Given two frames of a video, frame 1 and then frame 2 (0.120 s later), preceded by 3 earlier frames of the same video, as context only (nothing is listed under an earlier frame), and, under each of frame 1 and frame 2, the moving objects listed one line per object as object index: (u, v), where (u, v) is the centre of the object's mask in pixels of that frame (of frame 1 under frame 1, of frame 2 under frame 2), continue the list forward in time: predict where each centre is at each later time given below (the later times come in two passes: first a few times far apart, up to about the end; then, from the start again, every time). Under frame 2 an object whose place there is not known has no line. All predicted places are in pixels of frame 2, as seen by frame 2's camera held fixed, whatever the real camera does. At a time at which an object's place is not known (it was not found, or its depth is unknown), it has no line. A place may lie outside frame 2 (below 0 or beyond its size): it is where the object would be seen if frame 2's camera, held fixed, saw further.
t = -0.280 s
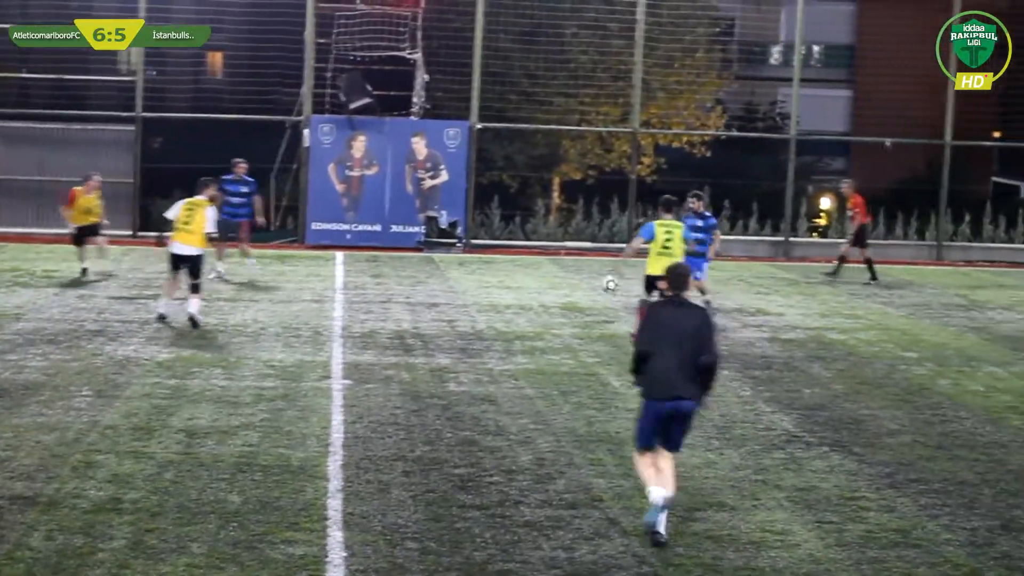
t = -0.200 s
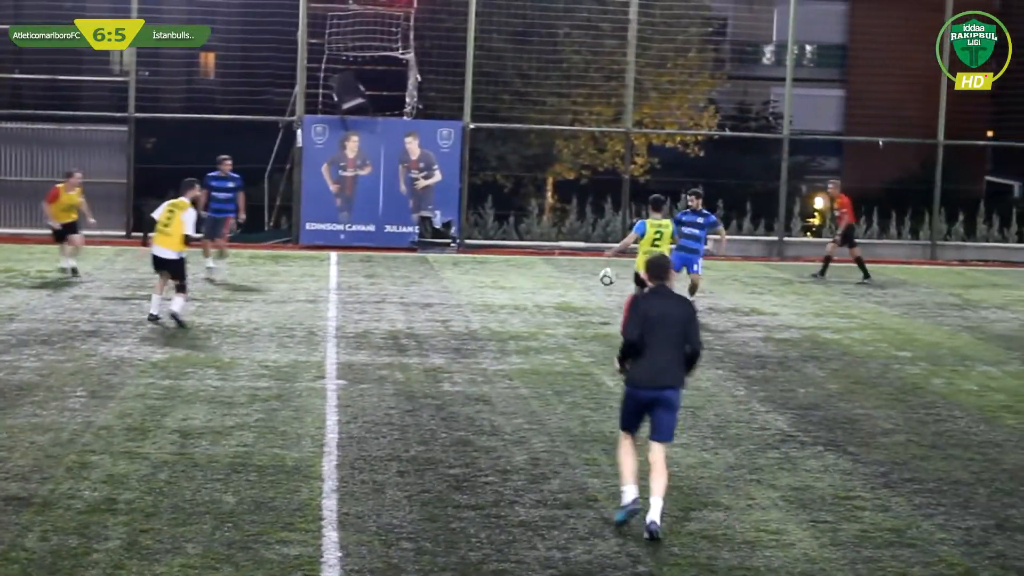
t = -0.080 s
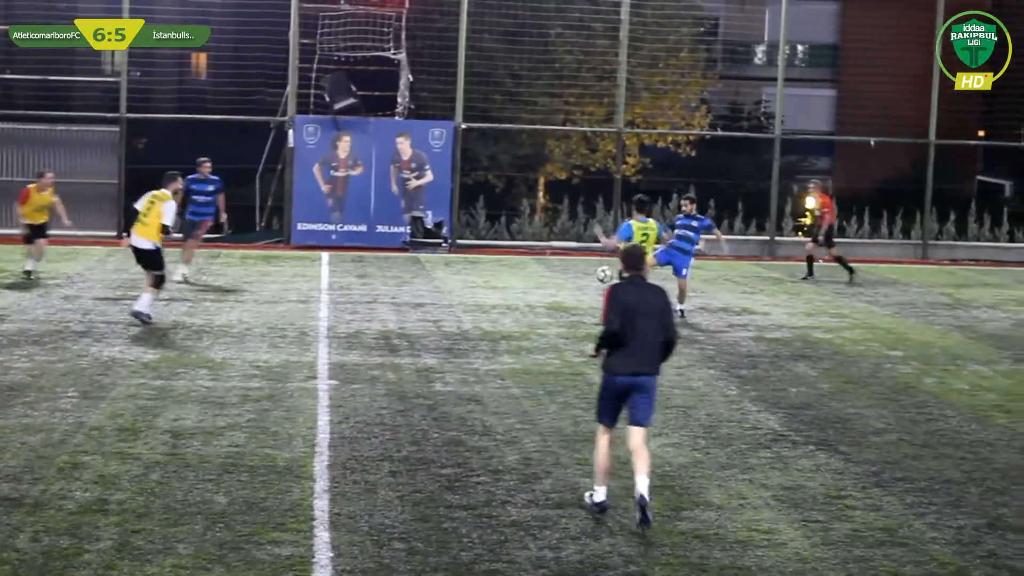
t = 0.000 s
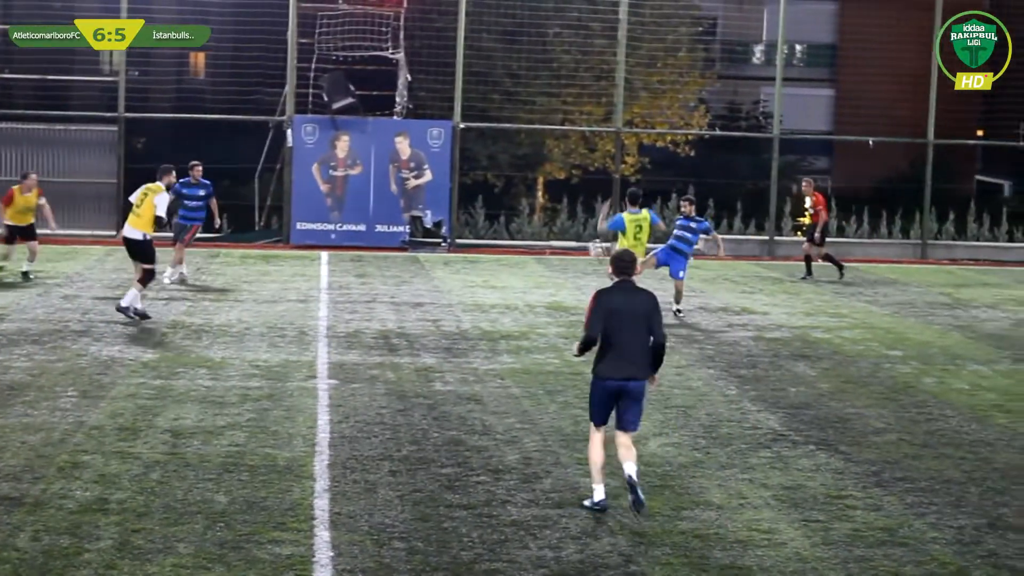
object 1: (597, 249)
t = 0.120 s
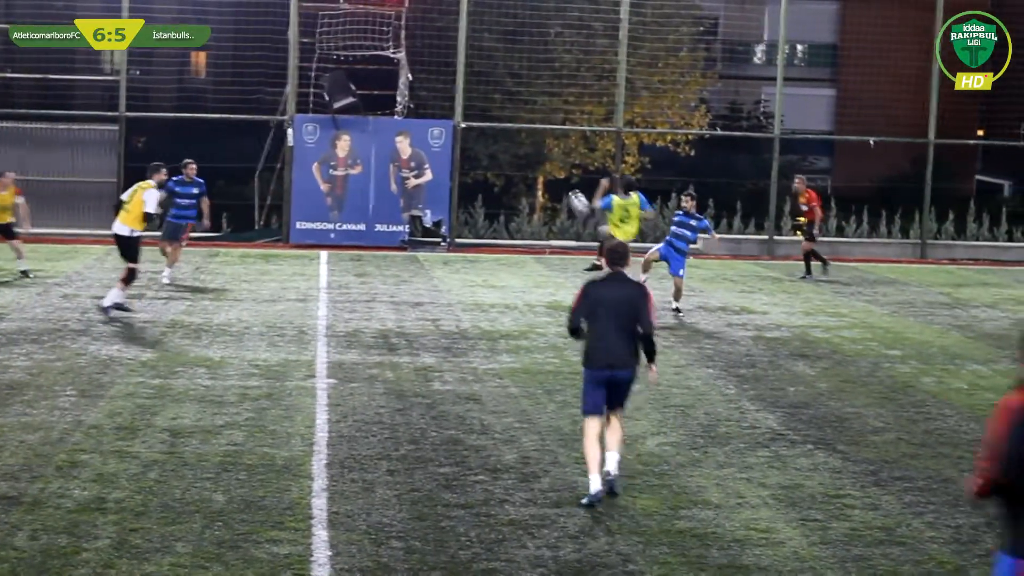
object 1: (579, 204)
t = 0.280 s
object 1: (553, 151)
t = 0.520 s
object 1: (506, 105)
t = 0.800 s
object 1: (436, 118)
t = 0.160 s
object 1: (574, 188)
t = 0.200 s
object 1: (567, 175)
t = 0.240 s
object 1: (560, 162)
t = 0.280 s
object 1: (553, 151)
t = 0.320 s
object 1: (546, 141)
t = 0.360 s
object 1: (539, 131)
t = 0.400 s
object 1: (531, 122)
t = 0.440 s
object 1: (523, 115)
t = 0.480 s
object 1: (515, 109)
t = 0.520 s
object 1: (506, 105)
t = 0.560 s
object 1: (497, 102)
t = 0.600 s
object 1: (488, 100)
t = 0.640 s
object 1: (479, 100)
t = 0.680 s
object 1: (469, 102)
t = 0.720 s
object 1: (458, 106)
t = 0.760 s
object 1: (448, 111)
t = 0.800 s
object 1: (436, 118)
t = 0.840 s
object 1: (424, 127)
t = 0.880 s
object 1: (413, 137)
